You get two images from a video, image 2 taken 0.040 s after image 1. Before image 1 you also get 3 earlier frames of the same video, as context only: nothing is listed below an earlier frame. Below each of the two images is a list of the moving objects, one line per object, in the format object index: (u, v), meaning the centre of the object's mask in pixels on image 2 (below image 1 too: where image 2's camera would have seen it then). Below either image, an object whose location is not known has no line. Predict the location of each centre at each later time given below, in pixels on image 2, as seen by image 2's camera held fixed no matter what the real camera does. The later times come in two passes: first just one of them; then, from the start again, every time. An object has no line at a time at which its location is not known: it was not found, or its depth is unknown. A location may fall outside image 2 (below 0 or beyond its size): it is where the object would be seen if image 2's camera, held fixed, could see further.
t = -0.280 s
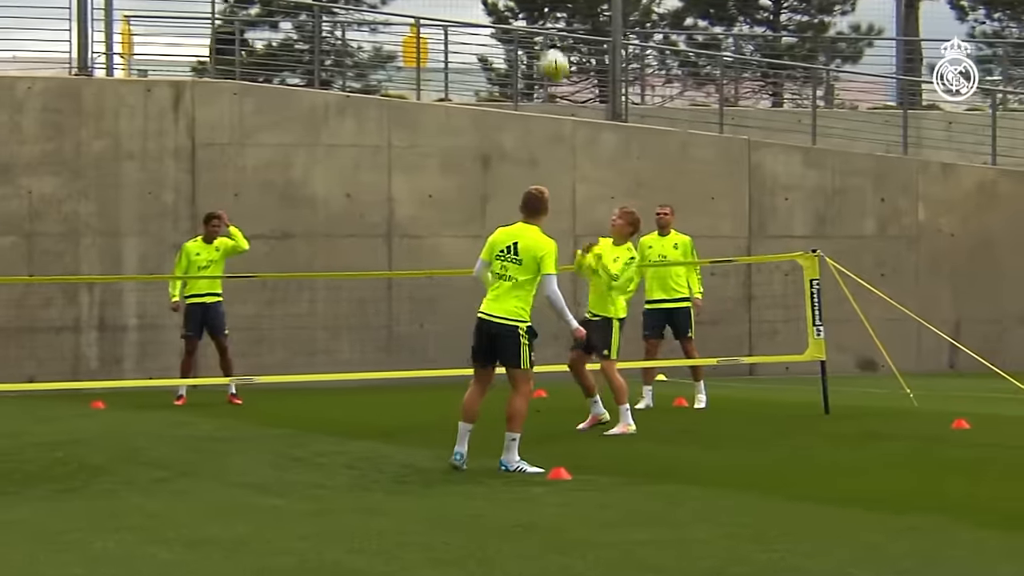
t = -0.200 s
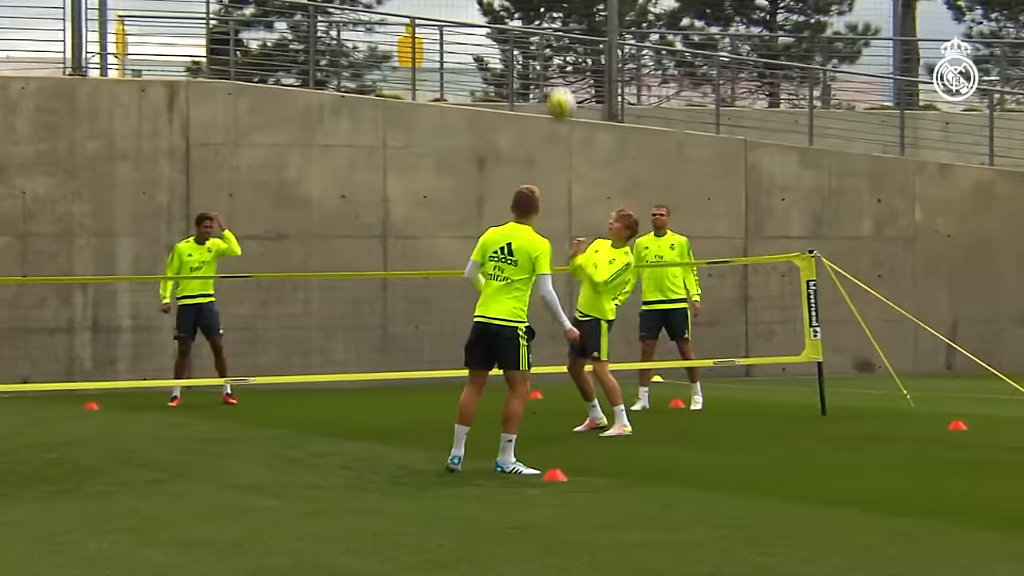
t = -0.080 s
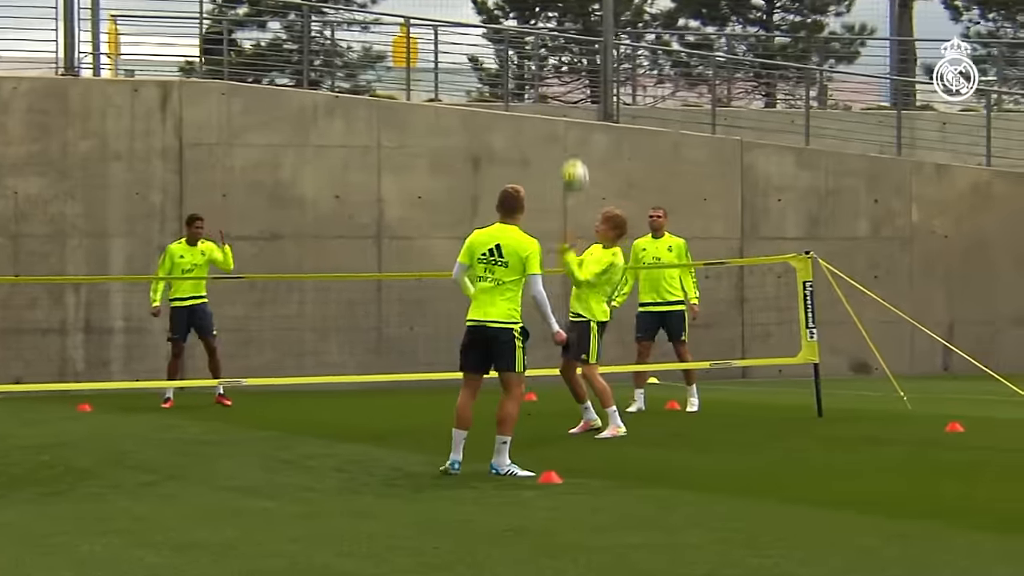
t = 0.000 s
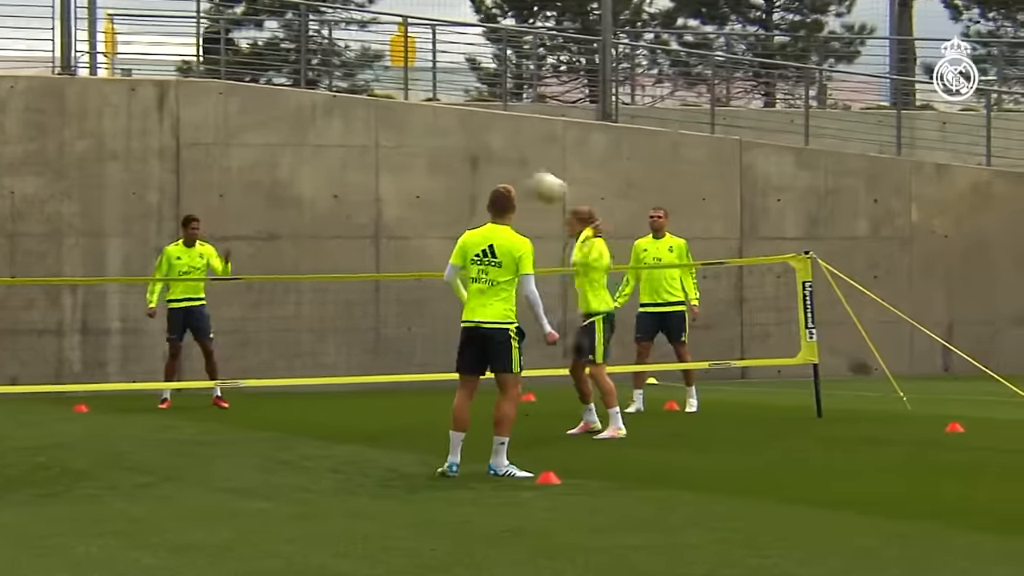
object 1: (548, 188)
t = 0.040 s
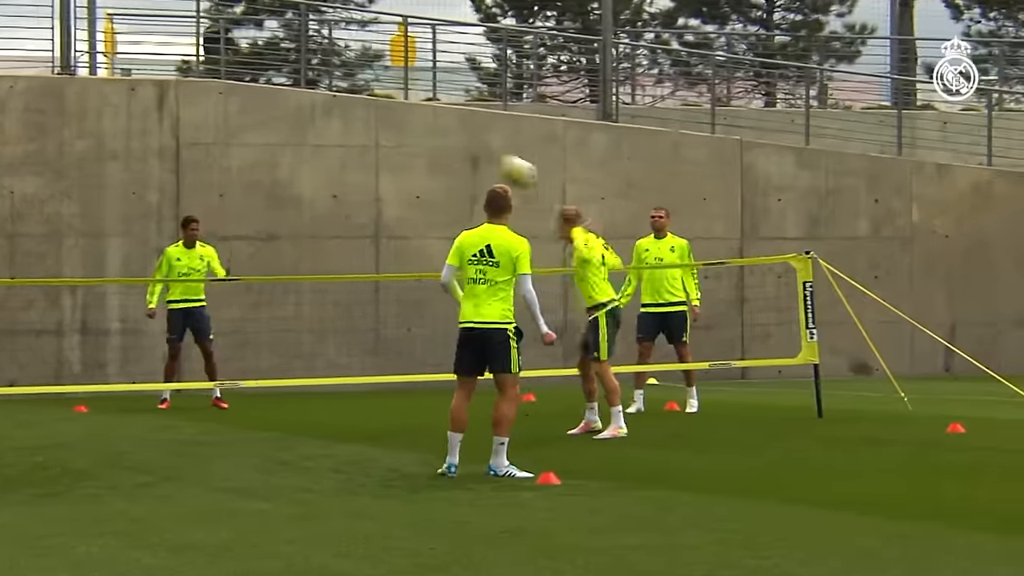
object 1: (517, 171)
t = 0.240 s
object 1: (365, 120)
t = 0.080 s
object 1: (486, 157)
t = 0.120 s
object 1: (456, 143)
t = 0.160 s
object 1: (425, 133)
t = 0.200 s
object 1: (394, 125)
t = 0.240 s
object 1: (365, 120)
